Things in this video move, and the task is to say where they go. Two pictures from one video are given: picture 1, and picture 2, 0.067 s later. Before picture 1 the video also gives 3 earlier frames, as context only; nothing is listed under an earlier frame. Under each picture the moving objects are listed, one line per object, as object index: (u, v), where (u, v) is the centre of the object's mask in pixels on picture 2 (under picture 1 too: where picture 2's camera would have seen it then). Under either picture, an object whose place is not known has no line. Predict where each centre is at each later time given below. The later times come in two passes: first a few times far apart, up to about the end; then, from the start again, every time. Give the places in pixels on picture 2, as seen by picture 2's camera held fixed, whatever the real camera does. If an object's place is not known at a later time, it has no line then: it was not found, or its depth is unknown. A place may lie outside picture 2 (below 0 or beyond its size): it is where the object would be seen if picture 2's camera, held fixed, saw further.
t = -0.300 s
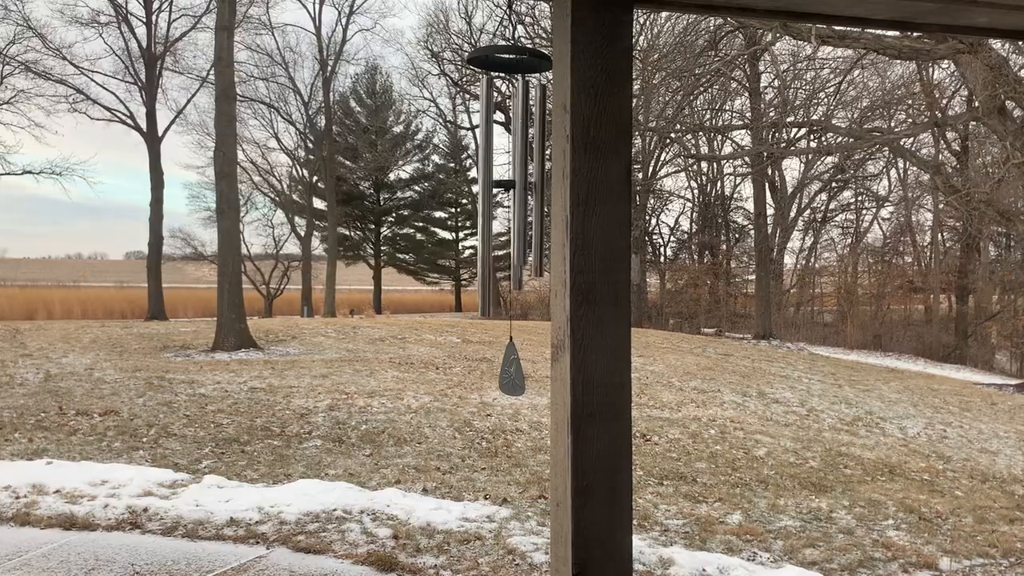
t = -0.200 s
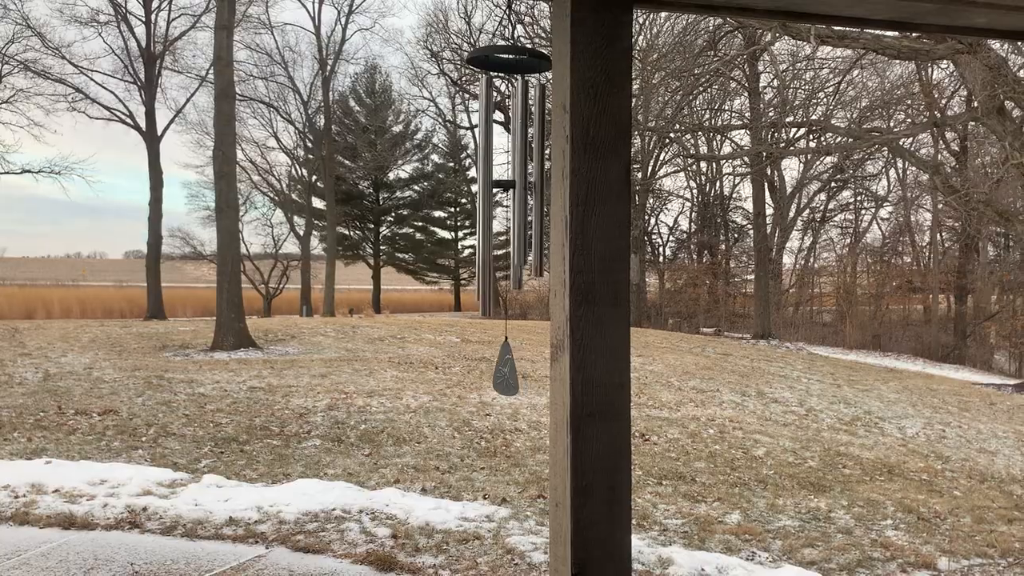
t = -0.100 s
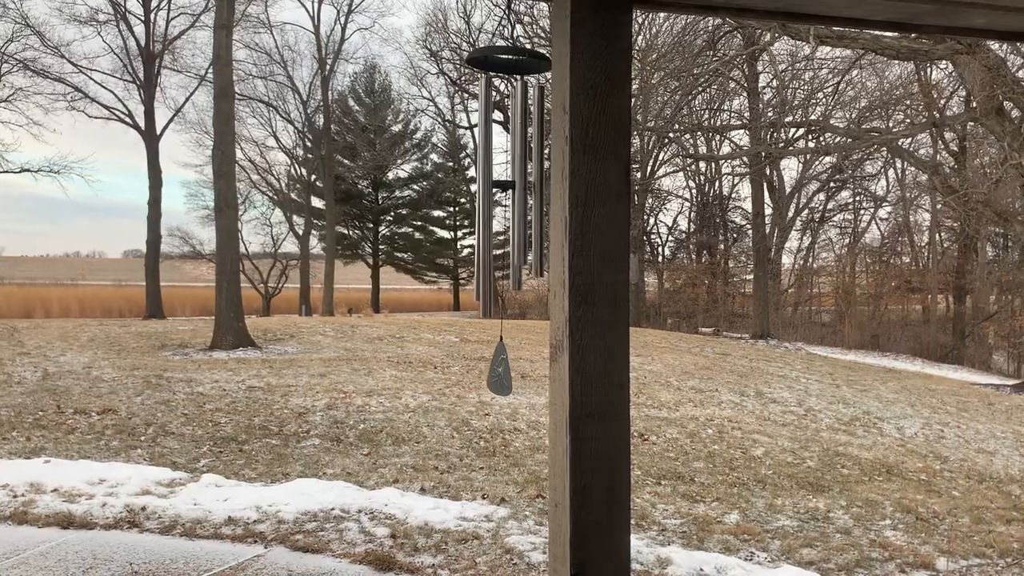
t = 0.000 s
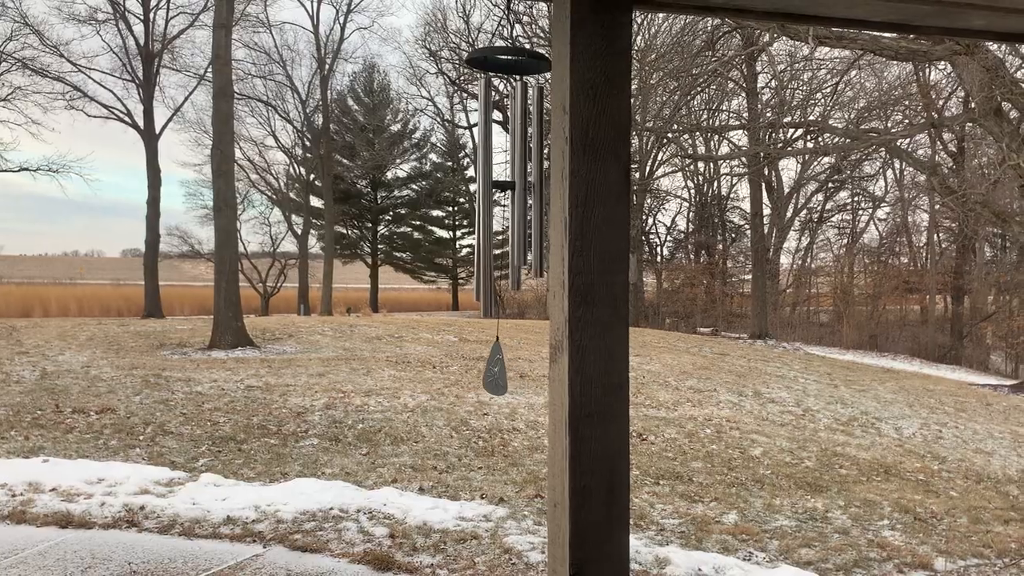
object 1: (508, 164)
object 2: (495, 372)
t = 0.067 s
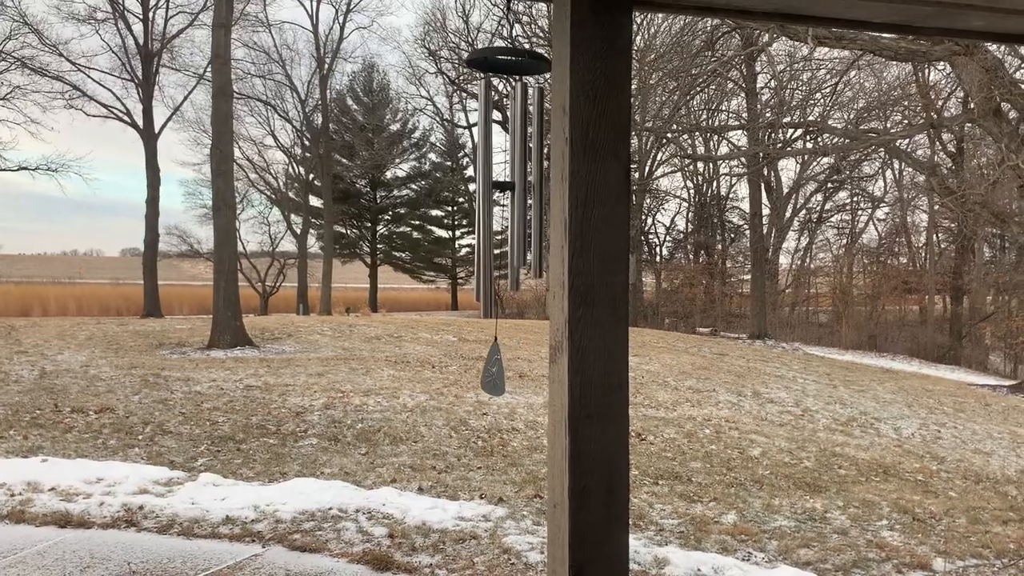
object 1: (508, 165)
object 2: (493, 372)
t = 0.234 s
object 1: (509, 165)
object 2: (494, 374)
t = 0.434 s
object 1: (511, 165)
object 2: (501, 376)
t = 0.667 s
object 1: (516, 169)
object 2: (516, 378)
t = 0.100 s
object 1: (508, 164)
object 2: (493, 373)
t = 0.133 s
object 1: (509, 165)
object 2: (493, 373)
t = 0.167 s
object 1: (509, 164)
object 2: (493, 373)
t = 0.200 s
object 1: (509, 165)
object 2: (493, 373)
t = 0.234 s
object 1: (509, 165)
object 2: (494, 374)
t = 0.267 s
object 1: (509, 165)
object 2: (494, 374)
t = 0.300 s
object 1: (510, 171)
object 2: (495, 375)
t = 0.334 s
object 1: (510, 171)
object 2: (496, 375)
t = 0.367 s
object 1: (511, 170)
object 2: (498, 375)
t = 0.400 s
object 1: (511, 169)
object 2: (500, 376)
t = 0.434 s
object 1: (511, 165)
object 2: (501, 376)
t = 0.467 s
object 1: (512, 165)
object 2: (503, 376)
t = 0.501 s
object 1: (512, 164)
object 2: (505, 377)
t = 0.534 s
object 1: (512, 165)
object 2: (507, 377)
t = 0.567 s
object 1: (514, 170)
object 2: (509, 377)
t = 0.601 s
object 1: (515, 169)
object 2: (511, 377)
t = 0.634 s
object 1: (516, 168)
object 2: (514, 377)
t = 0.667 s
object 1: (516, 169)
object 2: (516, 378)
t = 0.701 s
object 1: (518, 169)
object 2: (518, 378)
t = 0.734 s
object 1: (519, 171)
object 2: (520, 378)
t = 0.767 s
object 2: (522, 379)
